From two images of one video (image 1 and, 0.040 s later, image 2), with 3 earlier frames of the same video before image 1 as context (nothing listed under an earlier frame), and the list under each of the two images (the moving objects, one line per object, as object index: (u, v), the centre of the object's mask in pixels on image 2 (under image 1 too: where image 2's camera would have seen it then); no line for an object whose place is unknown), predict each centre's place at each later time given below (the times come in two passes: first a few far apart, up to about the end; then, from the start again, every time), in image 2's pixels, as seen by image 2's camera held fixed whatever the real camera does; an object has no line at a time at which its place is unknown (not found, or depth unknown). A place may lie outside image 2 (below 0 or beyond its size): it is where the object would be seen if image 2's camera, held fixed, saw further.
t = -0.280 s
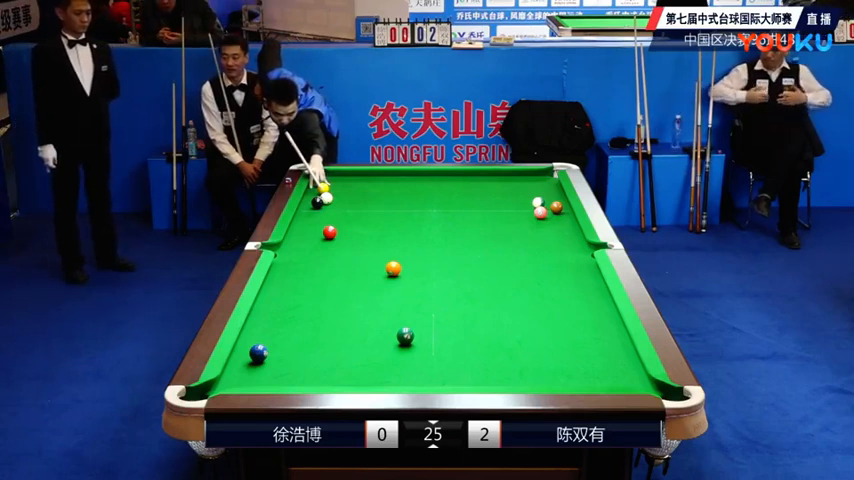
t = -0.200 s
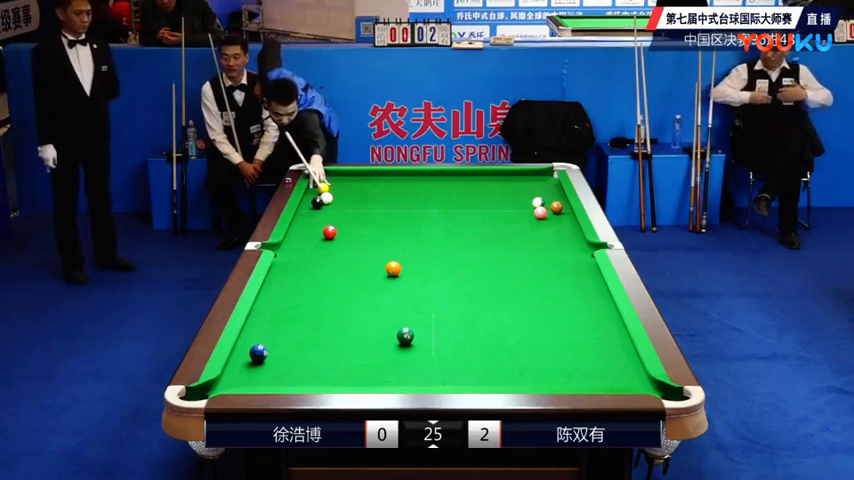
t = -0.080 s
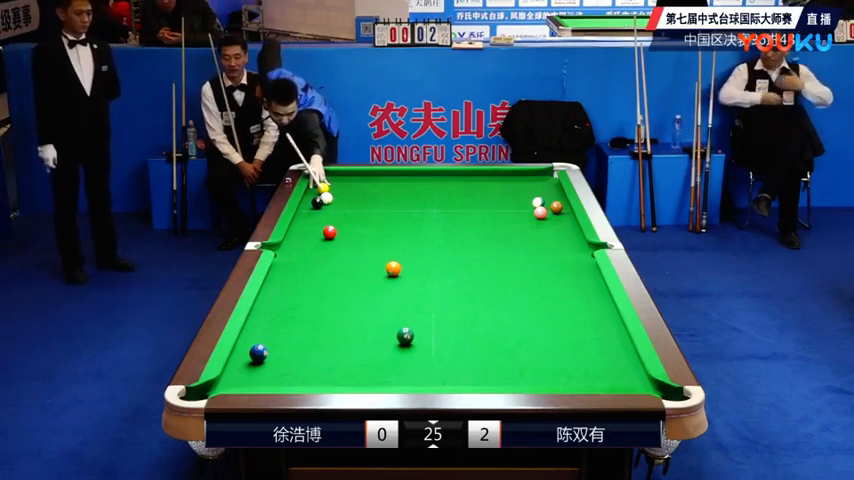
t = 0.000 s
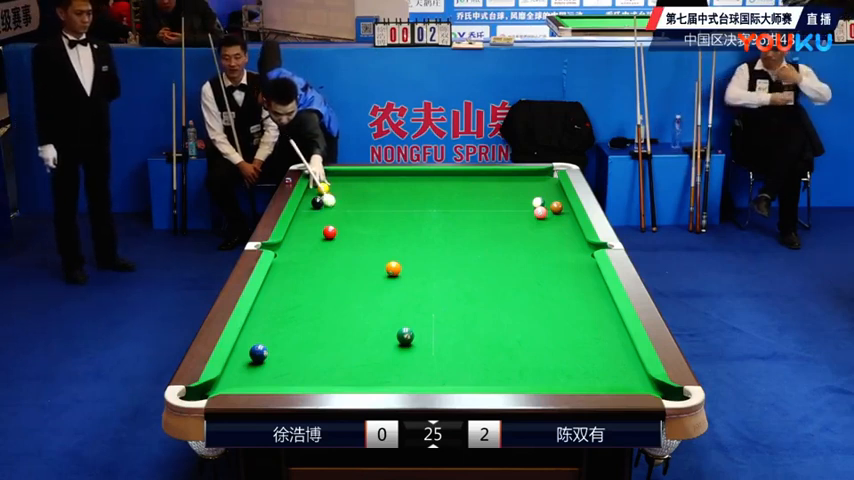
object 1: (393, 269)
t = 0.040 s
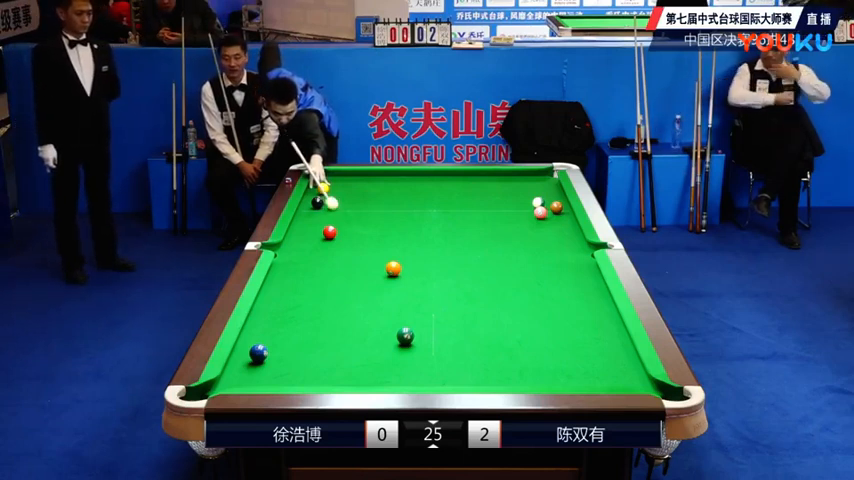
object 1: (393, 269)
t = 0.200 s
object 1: (393, 269)
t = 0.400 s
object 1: (393, 269)
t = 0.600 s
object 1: (393, 269)
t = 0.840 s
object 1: (405, 284)
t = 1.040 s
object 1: (418, 301)
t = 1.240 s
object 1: (431, 318)
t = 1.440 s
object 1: (446, 337)
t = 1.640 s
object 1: (461, 356)
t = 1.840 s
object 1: (478, 376)
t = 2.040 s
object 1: (490, 376)
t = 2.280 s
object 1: (500, 360)
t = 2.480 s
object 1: (507, 348)
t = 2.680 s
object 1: (514, 337)
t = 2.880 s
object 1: (520, 327)
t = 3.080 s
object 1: (526, 318)
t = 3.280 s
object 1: (531, 309)
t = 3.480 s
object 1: (536, 301)
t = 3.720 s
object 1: (542, 293)
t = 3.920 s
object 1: (546, 286)
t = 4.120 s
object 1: (549, 280)
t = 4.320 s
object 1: (552, 275)
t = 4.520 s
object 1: (555, 270)
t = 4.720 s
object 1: (558, 266)
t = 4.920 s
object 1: (560, 261)
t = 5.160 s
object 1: (563, 257)
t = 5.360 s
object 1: (565, 253)
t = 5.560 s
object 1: (567, 250)
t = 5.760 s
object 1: (569, 248)
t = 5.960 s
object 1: (570, 245)
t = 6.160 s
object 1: (572, 243)
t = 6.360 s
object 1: (573, 241)
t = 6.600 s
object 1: (574, 239)
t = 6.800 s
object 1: (574, 238)
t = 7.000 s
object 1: (575, 237)
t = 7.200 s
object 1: (575, 236)
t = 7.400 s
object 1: (575, 235)
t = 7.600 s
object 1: (575, 235)
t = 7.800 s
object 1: (575, 234)
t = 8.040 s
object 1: (575, 232)
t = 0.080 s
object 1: (393, 269)
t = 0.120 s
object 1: (393, 269)
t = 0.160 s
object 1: (393, 269)
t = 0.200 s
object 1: (393, 269)
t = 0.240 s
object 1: (393, 269)
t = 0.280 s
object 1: (393, 269)
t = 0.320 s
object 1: (393, 269)
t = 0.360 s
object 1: (393, 269)
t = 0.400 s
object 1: (393, 269)
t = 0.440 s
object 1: (393, 269)
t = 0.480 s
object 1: (393, 269)
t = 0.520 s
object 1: (393, 269)
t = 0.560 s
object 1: (393, 269)
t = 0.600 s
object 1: (393, 269)
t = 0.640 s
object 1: (393, 269)
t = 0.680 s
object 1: (393, 269)
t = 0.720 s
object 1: (395, 272)
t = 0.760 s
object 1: (399, 276)
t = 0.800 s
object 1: (402, 280)
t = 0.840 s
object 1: (405, 284)
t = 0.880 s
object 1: (407, 287)
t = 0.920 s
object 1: (410, 291)
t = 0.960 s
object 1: (413, 294)
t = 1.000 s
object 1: (415, 297)
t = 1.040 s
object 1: (418, 301)
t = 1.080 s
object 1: (421, 304)
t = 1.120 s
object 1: (423, 307)
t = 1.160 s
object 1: (426, 311)
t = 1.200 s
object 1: (428, 315)
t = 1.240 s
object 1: (431, 318)
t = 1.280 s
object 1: (434, 322)
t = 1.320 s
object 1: (437, 325)
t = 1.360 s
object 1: (440, 329)
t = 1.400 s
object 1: (442, 333)
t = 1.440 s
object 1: (446, 337)
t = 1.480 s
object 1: (449, 341)
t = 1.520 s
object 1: (452, 345)
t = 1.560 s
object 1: (455, 349)
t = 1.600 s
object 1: (458, 352)
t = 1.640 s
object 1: (461, 356)
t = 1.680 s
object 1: (464, 361)
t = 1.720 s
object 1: (468, 365)
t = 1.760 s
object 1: (471, 369)
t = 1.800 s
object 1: (475, 373)
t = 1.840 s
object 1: (478, 376)
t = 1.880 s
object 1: (481, 379)
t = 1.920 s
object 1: (485, 381)
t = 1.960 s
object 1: (487, 380)
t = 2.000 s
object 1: (488, 378)
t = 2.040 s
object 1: (490, 376)
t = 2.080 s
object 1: (492, 374)
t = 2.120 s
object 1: (494, 371)
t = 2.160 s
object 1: (495, 368)
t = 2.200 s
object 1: (497, 366)
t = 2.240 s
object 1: (498, 363)
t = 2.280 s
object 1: (500, 360)
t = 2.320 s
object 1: (501, 358)
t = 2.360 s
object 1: (503, 355)
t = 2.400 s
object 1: (504, 353)
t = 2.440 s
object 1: (506, 350)
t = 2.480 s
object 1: (507, 348)
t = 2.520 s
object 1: (509, 346)
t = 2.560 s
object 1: (510, 344)
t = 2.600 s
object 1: (511, 342)
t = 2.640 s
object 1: (513, 339)
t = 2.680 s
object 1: (514, 337)
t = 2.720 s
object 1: (516, 335)
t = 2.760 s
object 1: (517, 333)
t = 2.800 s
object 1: (518, 331)
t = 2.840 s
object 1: (519, 329)
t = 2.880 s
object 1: (520, 327)
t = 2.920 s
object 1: (521, 325)
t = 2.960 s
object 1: (523, 323)
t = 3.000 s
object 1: (524, 321)
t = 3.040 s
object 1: (525, 319)
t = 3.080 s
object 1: (526, 318)
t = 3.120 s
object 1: (527, 316)
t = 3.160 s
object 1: (528, 314)
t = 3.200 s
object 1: (529, 312)
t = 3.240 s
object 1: (530, 311)
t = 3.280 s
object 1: (531, 309)
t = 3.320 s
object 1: (532, 308)
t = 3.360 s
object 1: (533, 306)
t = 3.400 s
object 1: (534, 304)
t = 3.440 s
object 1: (535, 303)
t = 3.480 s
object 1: (536, 301)
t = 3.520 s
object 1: (537, 300)
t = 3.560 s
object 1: (538, 298)
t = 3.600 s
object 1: (539, 297)
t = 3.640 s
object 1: (540, 296)
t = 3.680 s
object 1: (541, 294)
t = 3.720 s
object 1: (542, 293)
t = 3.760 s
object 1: (542, 292)
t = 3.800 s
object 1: (543, 290)
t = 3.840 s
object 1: (544, 289)
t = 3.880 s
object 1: (545, 288)
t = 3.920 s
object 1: (546, 286)
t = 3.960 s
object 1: (546, 285)
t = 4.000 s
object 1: (547, 284)
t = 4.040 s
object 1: (548, 283)
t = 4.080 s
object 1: (548, 282)
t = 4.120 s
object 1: (549, 280)
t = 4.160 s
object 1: (549, 279)
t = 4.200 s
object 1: (550, 278)
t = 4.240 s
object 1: (551, 277)
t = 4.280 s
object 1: (552, 276)
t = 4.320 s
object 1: (552, 275)
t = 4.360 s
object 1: (553, 274)
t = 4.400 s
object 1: (553, 273)
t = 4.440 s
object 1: (554, 272)
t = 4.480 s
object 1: (555, 271)
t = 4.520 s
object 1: (555, 270)
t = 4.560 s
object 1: (556, 269)
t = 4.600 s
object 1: (556, 268)
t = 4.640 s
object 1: (557, 267)
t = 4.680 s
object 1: (558, 266)
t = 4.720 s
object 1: (558, 266)
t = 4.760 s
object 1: (559, 265)
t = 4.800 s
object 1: (559, 264)
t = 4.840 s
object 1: (560, 263)
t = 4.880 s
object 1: (560, 262)
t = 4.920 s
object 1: (560, 261)
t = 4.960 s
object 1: (561, 261)
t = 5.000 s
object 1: (562, 260)
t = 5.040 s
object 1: (562, 259)
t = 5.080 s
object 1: (563, 258)
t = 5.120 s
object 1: (563, 257)
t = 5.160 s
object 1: (563, 257)
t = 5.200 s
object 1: (563, 256)
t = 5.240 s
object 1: (564, 255)
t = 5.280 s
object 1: (564, 255)
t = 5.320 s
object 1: (565, 254)
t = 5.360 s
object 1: (565, 253)
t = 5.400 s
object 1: (566, 253)
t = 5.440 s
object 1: (566, 252)
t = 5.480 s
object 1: (566, 251)
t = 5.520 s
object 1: (567, 251)
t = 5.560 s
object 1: (567, 250)
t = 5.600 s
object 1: (567, 250)
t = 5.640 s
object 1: (568, 249)
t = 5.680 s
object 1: (568, 249)
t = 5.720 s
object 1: (569, 248)
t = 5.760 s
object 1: (569, 248)
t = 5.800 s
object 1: (569, 247)
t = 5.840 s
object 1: (569, 247)
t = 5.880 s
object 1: (570, 246)
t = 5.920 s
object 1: (570, 246)
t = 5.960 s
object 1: (570, 245)
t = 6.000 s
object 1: (571, 245)
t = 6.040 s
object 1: (571, 245)
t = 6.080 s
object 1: (571, 244)
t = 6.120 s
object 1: (571, 244)
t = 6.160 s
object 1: (572, 243)
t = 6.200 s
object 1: (572, 243)
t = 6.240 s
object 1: (572, 243)
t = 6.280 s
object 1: (573, 242)
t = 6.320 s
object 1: (573, 242)
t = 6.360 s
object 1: (573, 241)
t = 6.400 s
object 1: (573, 241)
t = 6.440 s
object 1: (573, 240)
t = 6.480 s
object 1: (573, 240)
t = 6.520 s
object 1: (574, 240)
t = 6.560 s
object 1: (574, 239)
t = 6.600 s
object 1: (574, 239)
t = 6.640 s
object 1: (574, 239)
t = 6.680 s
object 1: (574, 239)
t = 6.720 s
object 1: (574, 238)
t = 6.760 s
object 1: (575, 238)
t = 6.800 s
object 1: (574, 238)
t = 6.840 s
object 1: (574, 237)
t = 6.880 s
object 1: (575, 237)
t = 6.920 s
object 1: (575, 237)
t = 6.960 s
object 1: (575, 237)
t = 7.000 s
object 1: (575, 237)
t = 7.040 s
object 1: (575, 236)
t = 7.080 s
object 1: (575, 236)
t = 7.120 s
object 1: (575, 236)
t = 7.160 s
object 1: (575, 236)
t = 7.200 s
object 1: (575, 236)
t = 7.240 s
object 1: (575, 236)
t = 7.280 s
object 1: (575, 236)
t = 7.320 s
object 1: (575, 235)
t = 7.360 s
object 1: (575, 235)
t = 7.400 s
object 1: (575, 235)
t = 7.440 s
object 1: (575, 235)
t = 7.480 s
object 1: (575, 235)
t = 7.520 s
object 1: (575, 235)
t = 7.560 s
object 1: (575, 235)
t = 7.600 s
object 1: (575, 235)
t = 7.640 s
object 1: (575, 235)
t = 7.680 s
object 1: (575, 235)
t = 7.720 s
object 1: (575, 234)
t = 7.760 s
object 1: (575, 234)
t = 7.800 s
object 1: (575, 234)
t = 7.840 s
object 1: (575, 234)
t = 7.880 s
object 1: (575, 234)
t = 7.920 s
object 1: (575, 233)
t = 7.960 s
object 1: (575, 233)
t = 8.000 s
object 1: (575, 232)
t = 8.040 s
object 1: (575, 232)
